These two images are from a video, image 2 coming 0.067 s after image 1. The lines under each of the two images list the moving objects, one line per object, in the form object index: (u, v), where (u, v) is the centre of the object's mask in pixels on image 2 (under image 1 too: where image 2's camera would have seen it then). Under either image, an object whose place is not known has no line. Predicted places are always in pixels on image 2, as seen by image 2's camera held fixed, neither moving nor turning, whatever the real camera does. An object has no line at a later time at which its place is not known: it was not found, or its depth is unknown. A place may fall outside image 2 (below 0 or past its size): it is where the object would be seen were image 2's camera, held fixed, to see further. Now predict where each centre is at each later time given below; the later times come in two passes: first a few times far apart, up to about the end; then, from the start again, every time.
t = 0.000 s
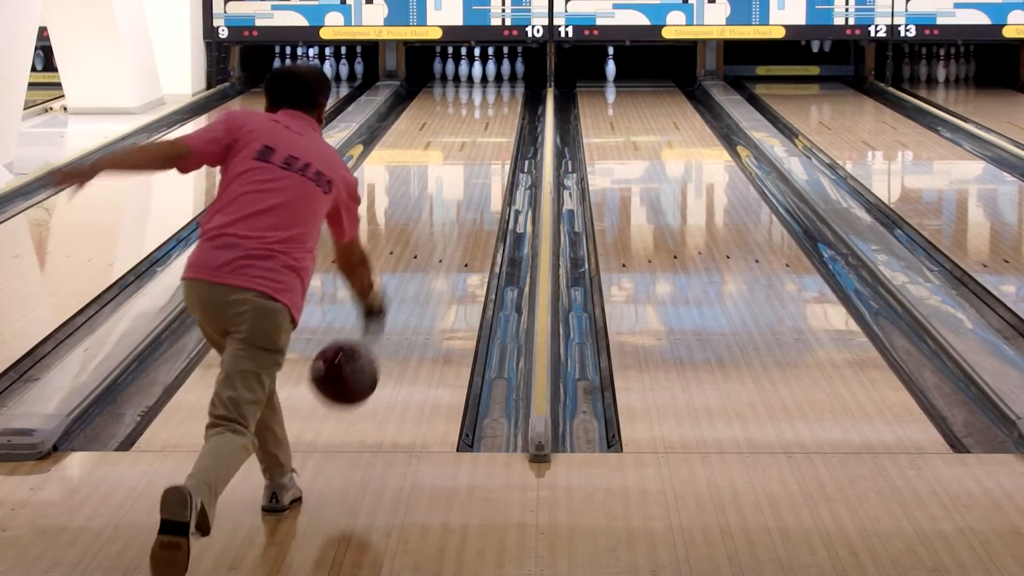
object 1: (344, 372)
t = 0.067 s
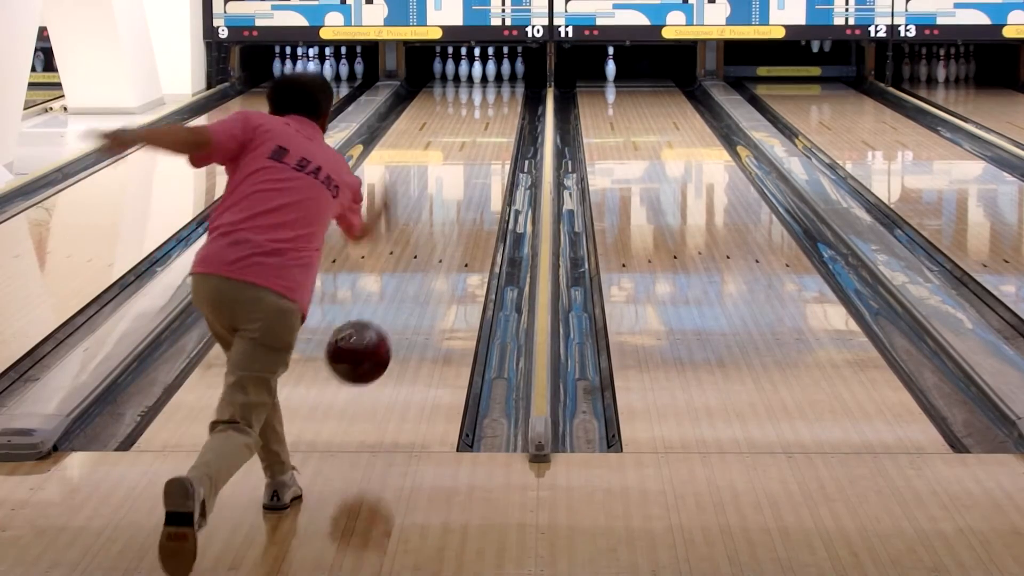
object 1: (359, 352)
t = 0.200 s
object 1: (383, 351)
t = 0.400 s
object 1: (410, 307)
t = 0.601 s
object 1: (431, 265)
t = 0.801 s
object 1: (448, 230)
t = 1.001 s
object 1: (460, 203)
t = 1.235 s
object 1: (472, 176)
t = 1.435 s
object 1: (480, 158)
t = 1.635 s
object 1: (488, 142)
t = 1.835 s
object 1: (492, 128)
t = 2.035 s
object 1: (496, 116)
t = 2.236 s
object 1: (499, 106)
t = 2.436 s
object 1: (500, 96)
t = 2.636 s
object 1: (498, 89)
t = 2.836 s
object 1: (495, 83)
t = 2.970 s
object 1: (491, 79)
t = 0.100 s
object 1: (365, 347)
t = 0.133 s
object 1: (371, 346)
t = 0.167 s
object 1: (377, 347)
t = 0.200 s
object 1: (383, 351)
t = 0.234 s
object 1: (388, 351)
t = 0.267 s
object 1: (393, 340)
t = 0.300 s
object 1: (398, 331)
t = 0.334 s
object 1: (402, 323)
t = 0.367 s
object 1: (406, 315)
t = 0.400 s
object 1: (410, 307)
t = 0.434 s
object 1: (414, 299)
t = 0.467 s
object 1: (418, 291)
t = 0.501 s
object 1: (421, 285)
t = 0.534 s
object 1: (425, 277)
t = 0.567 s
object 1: (428, 271)
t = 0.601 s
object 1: (431, 265)
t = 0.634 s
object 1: (434, 258)
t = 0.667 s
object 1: (437, 252)
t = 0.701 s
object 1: (440, 246)
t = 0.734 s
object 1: (442, 241)
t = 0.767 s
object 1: (445, 236)
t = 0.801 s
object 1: (448, 230)
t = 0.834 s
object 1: (450, 226)
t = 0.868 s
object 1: (452, 220)
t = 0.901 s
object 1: (454, 216)
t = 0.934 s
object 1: (456, 211)
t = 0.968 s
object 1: (458, 207)
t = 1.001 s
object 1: (460, 203)
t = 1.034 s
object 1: (462, 198)
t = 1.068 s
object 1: (464, 195)
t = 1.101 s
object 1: (466, 191)
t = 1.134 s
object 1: (468, 187)
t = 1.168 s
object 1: (469, 183)
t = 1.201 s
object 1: (471, 180)
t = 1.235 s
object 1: (472, 176)
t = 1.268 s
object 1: (474, 173)
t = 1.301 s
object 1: (475, 170)
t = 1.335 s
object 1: (476, 166)
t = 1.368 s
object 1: (478, 163)
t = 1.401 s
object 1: (479, 161)
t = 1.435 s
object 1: (480, 158)
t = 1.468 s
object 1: (481, 155)
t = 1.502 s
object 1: (483, 152)
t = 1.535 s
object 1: (484, 149)
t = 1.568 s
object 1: (485, 147)
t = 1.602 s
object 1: (487, 144)
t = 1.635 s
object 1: (488, 142)
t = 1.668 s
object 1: (488, 139)
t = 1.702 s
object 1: (489, 136)
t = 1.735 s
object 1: (490, 134)
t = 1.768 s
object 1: (491, 132)
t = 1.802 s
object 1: (491, 130)
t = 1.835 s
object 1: (492, 128)
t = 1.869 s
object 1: (493, 126)
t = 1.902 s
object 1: (494, 124)
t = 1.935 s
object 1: (495, 122)
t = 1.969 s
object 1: (495, 120)
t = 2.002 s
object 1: (496, 117)
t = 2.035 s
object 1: (496, 116)
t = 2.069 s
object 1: (497, 114)
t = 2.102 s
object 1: (497, 113)
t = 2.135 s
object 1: (498, 111)
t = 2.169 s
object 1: (498, 109)
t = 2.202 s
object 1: (499, 107)
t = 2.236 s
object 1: (499, 106)
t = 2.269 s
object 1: (499, 104)
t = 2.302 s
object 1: (500, 102)
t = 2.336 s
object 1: (500, 101)
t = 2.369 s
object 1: (500, 99)
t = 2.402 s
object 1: (500, 98)
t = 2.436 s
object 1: (500, 96)
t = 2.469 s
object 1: (500, 95)
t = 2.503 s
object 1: (499, 94)
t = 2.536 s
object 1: (499, 92)
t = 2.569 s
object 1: (499, 91)
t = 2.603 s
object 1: (499, 90)
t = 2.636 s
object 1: (498, 89)
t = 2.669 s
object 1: (498, 88)
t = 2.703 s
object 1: (498, 87)
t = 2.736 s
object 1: (497, 86)
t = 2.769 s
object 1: (496, 85)
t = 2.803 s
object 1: (495, 84)
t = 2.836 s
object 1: (495, 83)
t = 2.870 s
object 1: (494, 82)
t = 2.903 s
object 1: (493, 81)
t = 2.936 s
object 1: (492, 79)
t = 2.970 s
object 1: (491, 79)
